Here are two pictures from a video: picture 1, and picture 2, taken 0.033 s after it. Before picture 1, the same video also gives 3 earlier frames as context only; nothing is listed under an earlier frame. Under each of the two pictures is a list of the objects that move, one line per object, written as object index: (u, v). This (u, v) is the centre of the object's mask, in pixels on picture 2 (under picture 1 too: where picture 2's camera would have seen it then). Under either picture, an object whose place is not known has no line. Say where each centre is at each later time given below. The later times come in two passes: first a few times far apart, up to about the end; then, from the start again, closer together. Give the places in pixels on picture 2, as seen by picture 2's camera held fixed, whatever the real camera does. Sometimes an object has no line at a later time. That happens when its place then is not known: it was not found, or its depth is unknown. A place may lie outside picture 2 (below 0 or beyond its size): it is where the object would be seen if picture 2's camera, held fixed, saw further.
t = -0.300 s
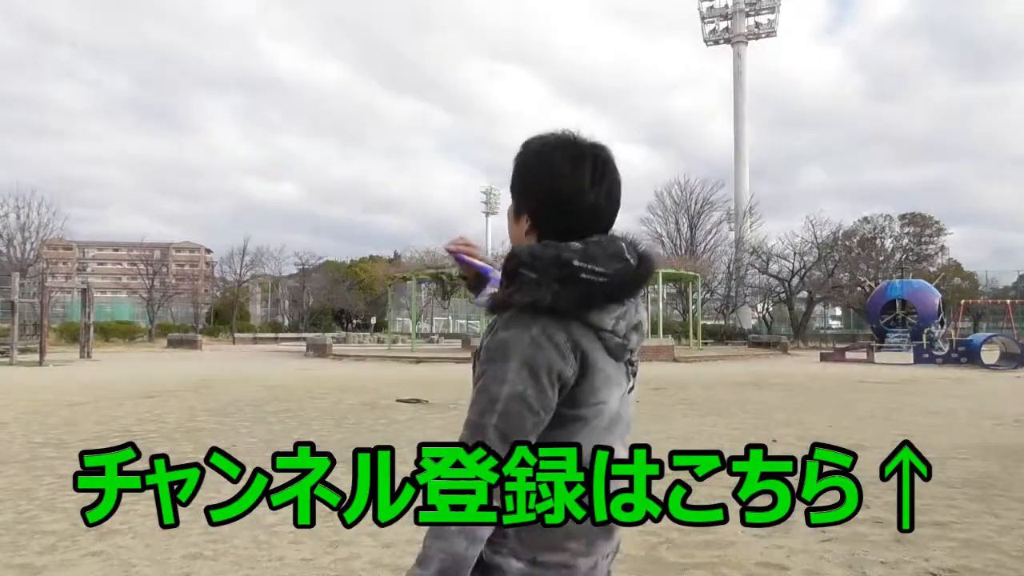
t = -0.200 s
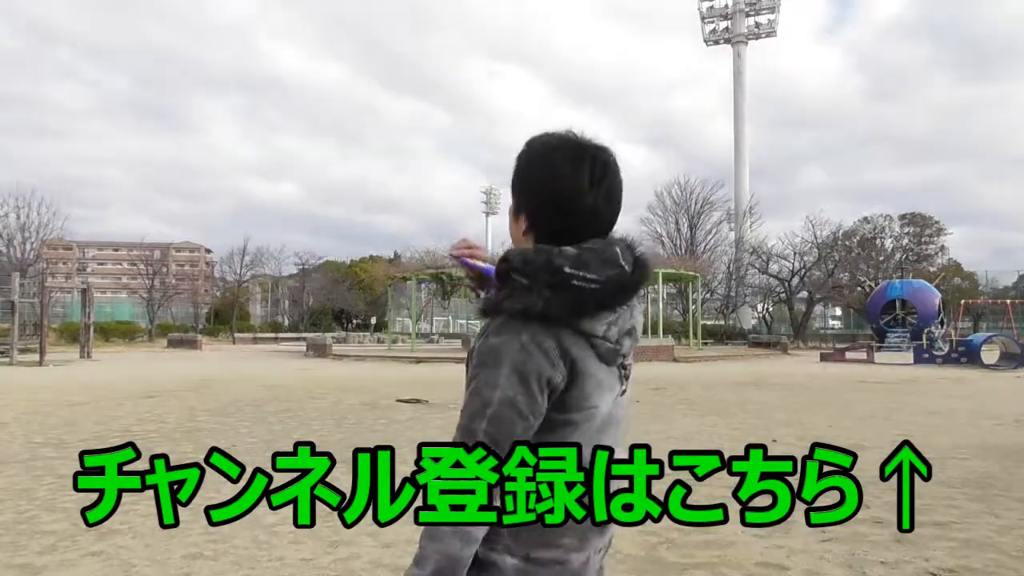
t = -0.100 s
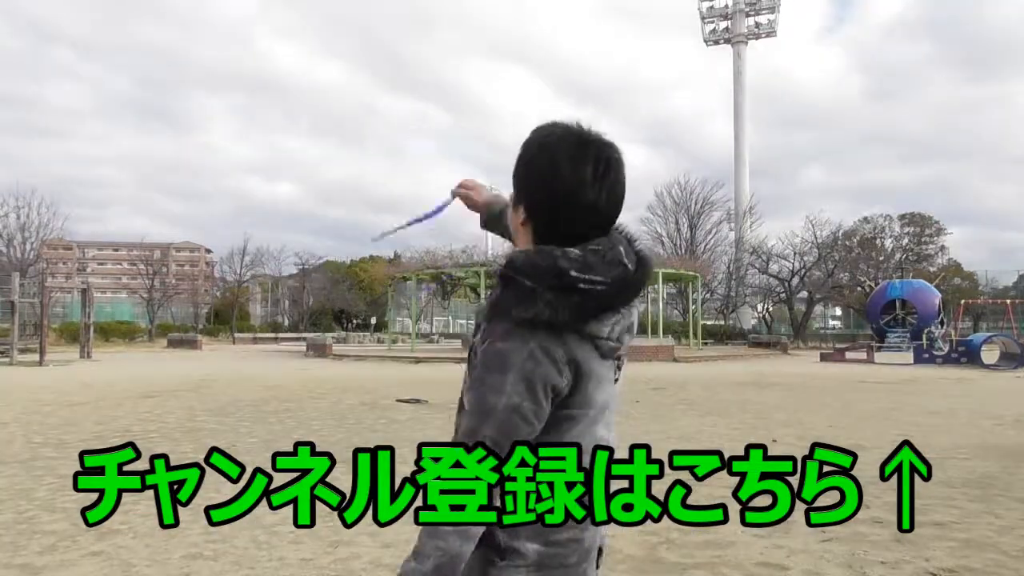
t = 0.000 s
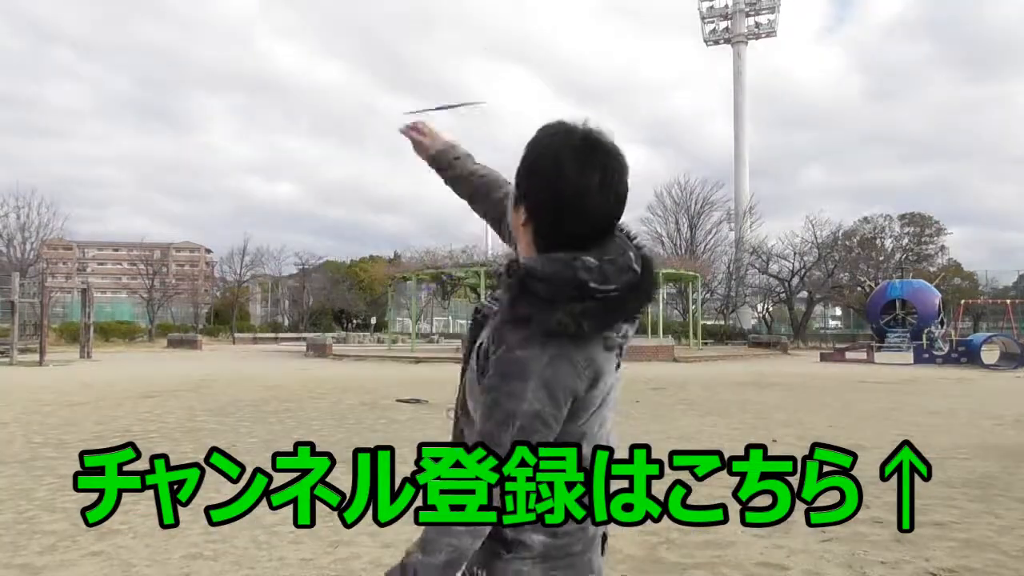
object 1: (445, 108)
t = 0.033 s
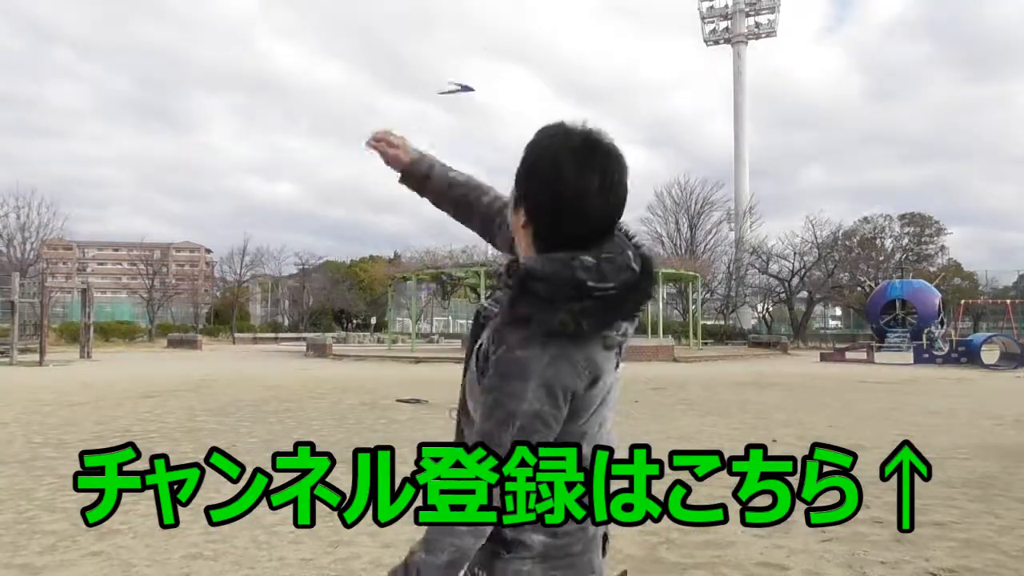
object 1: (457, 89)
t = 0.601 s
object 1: (603, 8)
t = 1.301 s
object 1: (620, 197)
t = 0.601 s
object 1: (603, 8)
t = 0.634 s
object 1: (618, 5)
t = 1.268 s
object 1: (628, 180)
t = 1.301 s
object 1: (620, 197)
